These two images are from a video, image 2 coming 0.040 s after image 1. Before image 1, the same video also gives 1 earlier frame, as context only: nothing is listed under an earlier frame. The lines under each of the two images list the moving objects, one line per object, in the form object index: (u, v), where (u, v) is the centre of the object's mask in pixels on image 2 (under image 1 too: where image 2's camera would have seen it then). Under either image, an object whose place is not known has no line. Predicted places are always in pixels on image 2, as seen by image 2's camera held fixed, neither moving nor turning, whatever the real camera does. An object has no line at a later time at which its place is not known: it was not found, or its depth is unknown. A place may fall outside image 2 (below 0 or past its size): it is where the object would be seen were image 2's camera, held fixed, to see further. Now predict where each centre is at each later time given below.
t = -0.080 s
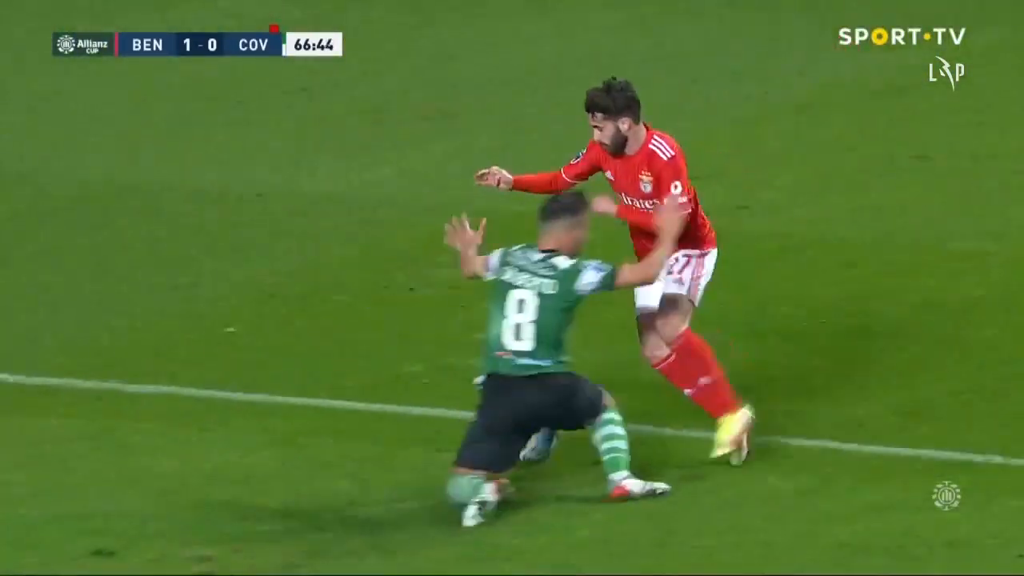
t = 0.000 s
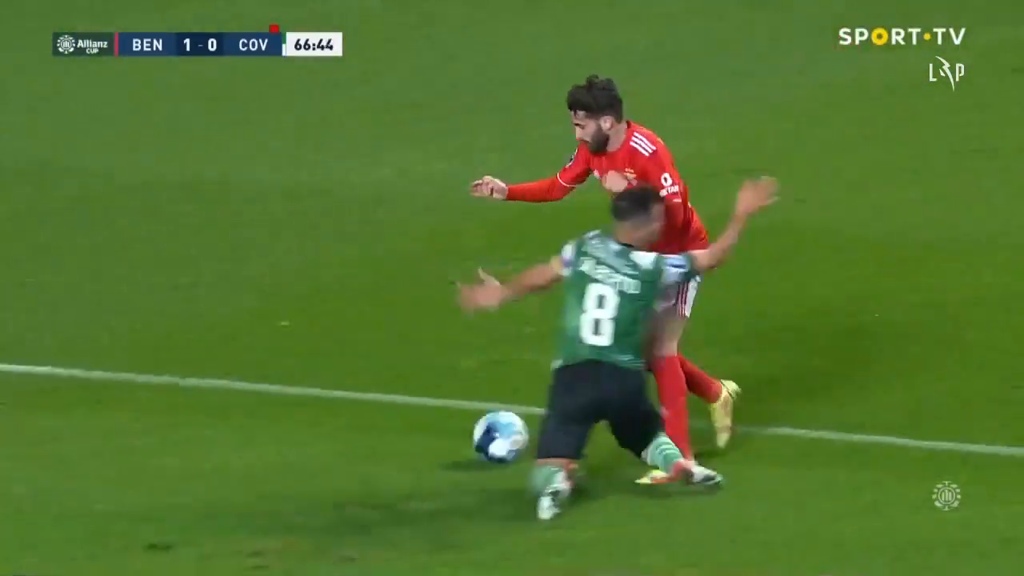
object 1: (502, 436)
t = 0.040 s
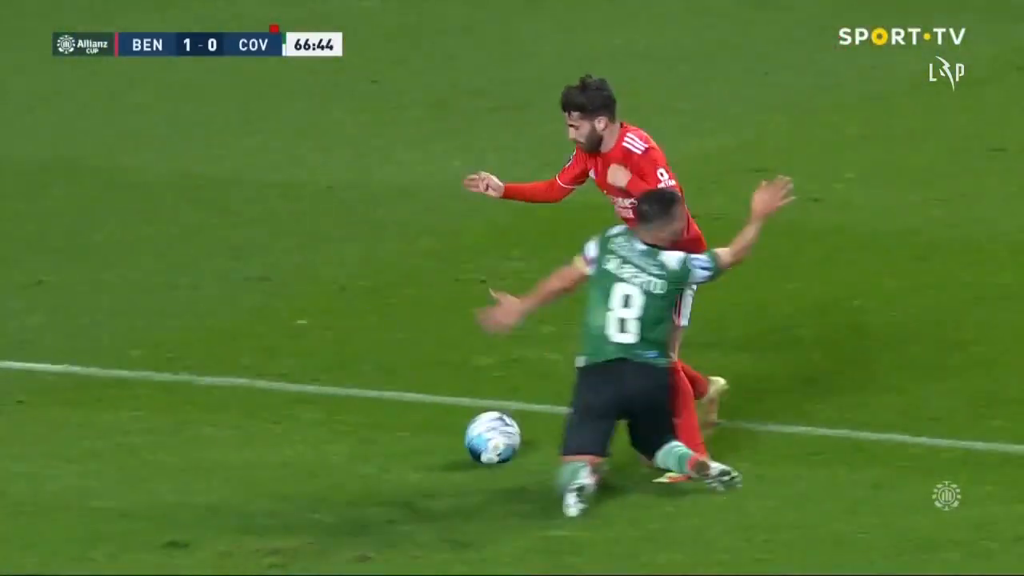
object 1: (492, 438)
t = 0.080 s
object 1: (482, 439)
